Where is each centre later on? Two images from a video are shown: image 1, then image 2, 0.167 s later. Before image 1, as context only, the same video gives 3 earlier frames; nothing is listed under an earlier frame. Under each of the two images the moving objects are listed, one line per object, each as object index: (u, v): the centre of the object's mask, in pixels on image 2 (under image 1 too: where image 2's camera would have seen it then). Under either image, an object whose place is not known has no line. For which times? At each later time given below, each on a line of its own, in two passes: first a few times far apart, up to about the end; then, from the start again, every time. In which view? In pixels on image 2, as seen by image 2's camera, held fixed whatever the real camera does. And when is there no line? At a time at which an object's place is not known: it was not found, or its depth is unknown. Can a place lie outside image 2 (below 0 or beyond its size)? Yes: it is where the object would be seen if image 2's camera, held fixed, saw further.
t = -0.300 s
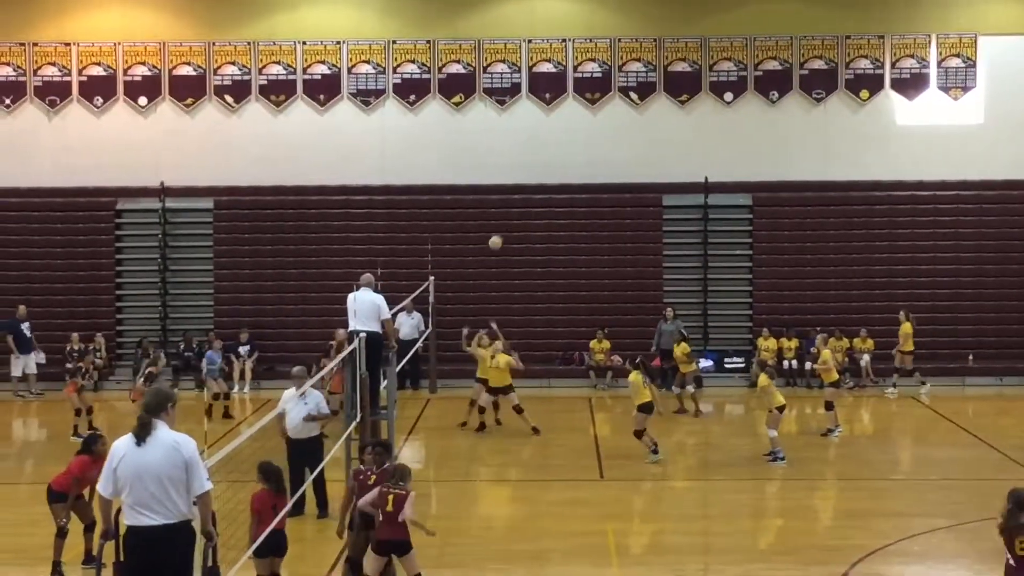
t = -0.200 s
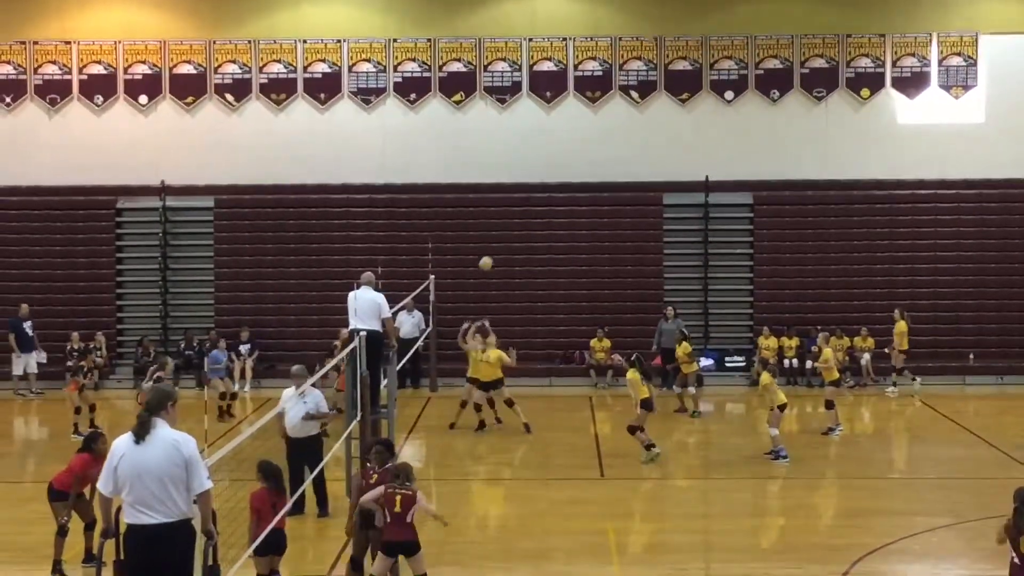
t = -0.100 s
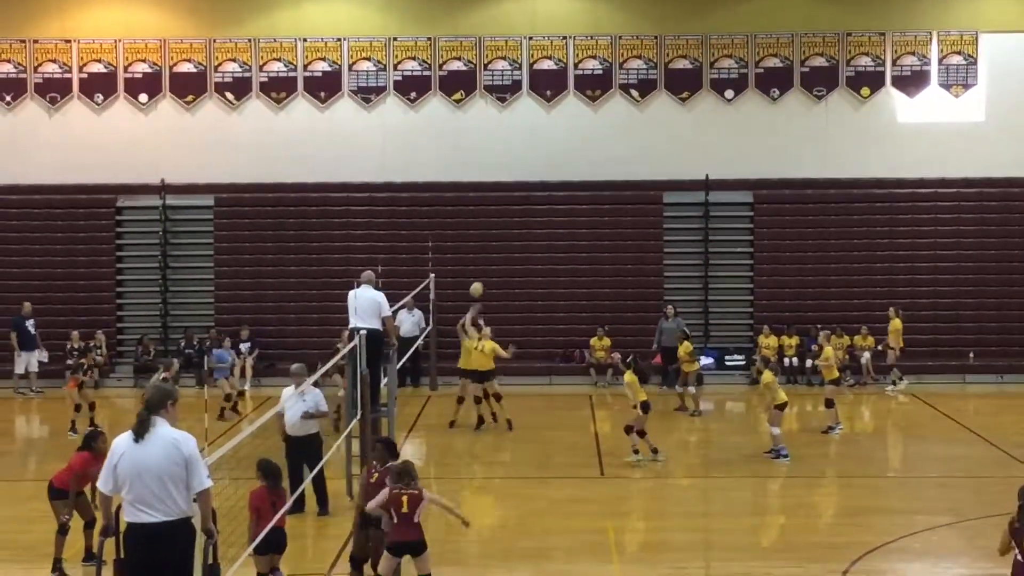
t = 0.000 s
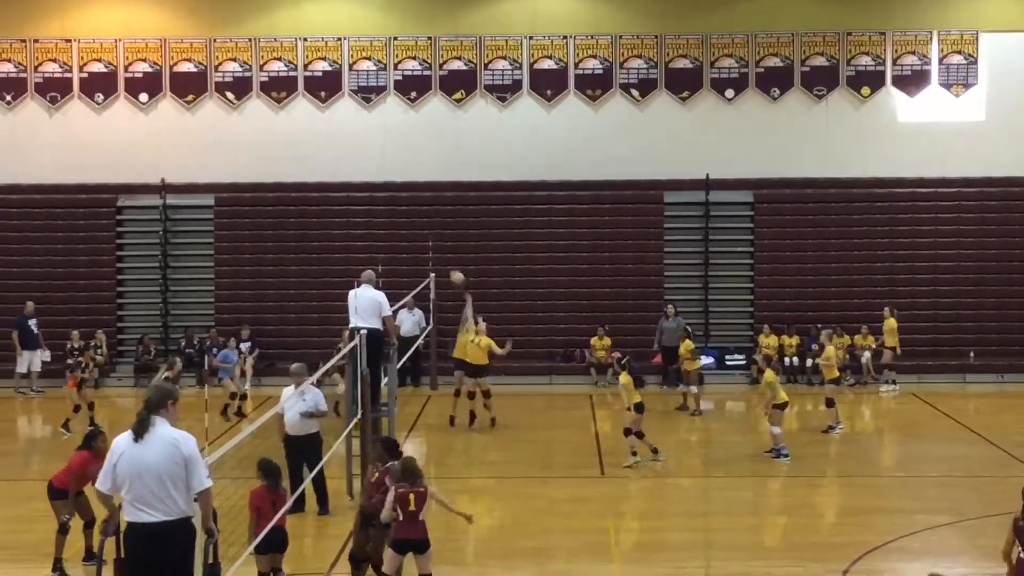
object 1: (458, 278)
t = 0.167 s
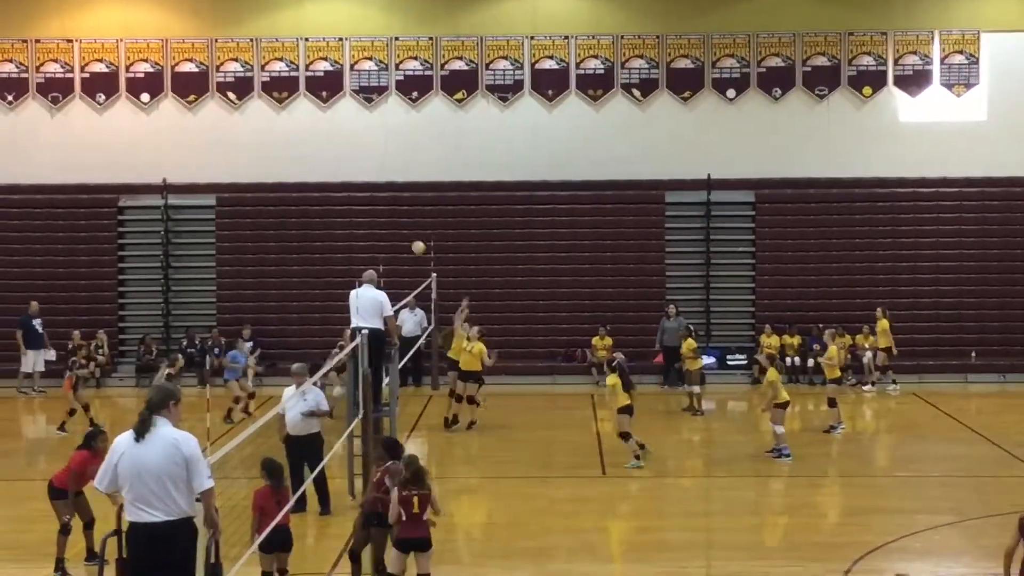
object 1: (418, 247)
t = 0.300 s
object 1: (386, 236)
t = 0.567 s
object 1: (326, 244)
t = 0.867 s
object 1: (264, 301)
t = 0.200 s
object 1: (410, 243)
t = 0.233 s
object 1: (402, 240)
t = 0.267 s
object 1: (394, 237)
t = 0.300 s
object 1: (386, 236)
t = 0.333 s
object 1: (379, 235)
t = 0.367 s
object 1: (371, 233)
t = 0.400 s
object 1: (364, 234)
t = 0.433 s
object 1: (356, 234)
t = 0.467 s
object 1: (348, 236)
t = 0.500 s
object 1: (341, 238)
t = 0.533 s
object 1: (334, 240)
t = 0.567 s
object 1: (326, 244)
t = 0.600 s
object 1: (319, 248)
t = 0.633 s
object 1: (312, 252)
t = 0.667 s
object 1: (305, 257)
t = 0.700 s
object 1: (298, 263)
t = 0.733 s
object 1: (291, 270)
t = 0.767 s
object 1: (283, 277)
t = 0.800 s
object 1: (277, 285)
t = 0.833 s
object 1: (270, 293)
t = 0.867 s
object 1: (264, 301)
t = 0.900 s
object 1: (257, 311)
